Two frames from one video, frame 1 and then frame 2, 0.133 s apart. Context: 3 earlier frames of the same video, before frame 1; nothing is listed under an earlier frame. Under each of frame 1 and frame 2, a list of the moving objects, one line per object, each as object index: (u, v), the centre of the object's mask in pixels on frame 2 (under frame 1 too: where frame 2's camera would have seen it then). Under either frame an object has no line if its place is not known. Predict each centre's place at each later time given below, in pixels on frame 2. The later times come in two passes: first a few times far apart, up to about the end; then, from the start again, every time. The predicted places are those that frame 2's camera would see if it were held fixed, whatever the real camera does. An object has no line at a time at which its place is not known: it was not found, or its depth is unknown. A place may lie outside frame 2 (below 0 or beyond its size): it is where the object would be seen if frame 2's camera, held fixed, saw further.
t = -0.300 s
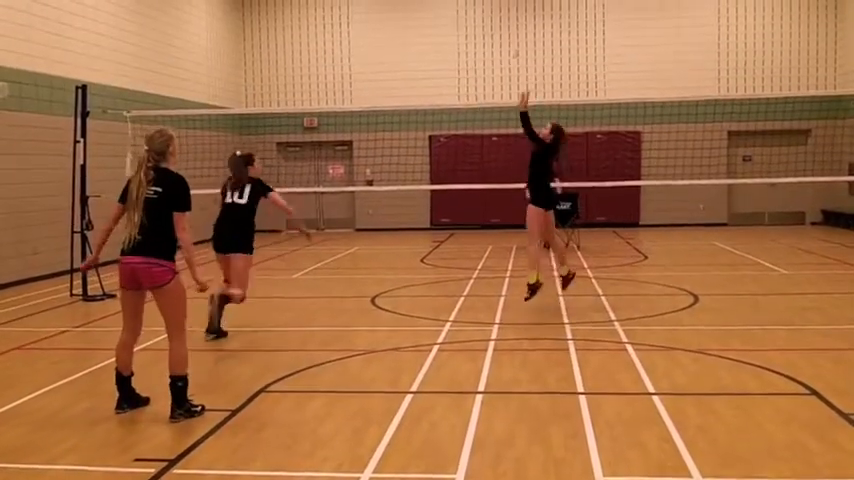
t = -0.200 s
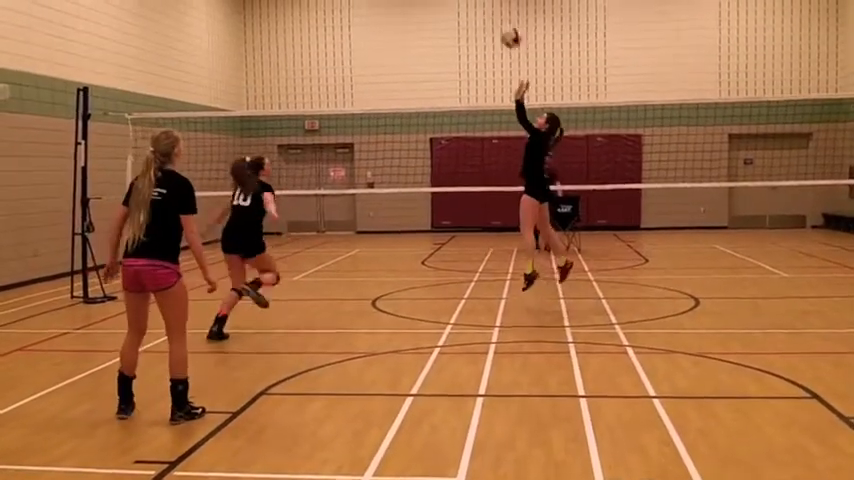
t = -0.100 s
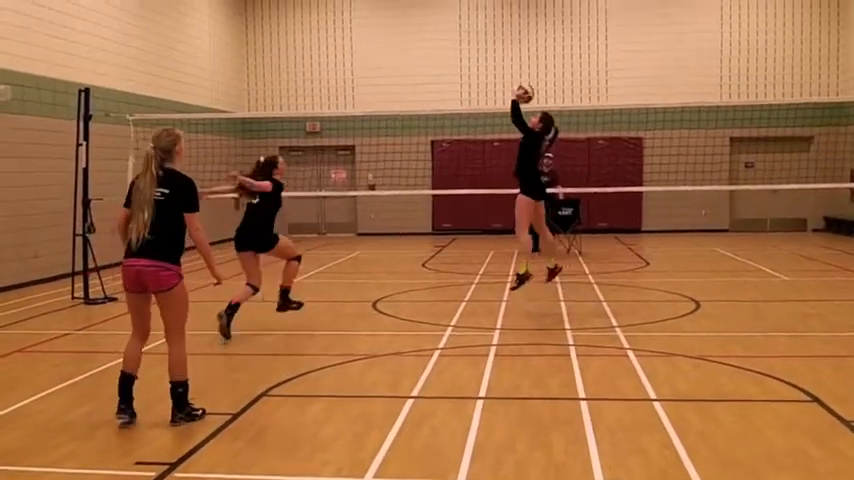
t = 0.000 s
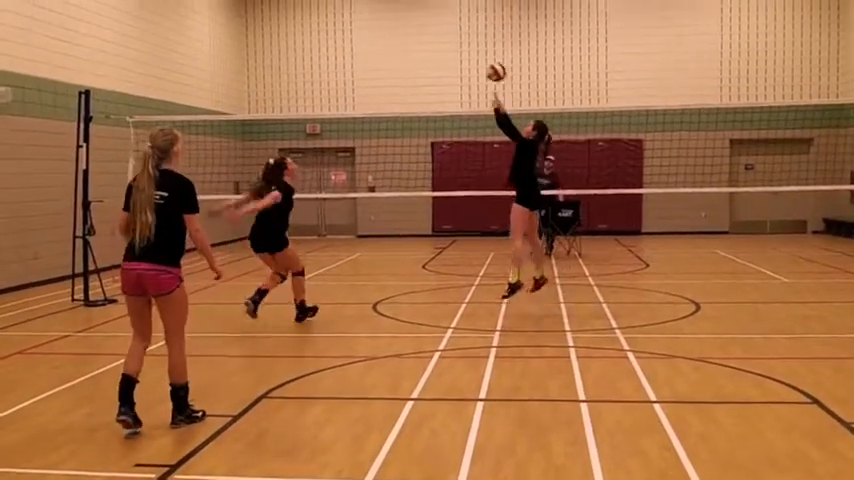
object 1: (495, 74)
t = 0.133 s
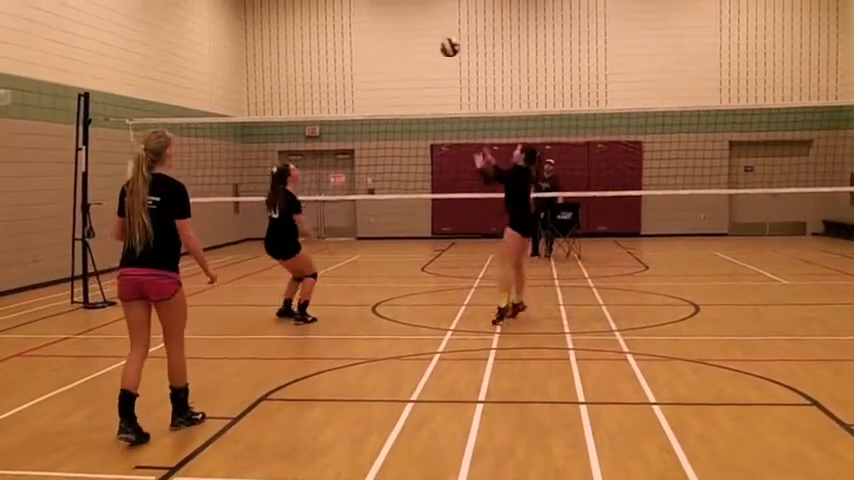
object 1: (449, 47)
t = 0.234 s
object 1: (416, 38)
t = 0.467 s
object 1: (343, 57)
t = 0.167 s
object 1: (438, 43)
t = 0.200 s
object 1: (427, 40)
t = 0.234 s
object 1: (416, 38)
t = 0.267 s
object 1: (405, 38)
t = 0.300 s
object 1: (394, 38)
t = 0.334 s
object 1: (384, 40)
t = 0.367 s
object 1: (374, 43)
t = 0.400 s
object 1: (363, 46)
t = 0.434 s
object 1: (353, 51)
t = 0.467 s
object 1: (343, 57)
